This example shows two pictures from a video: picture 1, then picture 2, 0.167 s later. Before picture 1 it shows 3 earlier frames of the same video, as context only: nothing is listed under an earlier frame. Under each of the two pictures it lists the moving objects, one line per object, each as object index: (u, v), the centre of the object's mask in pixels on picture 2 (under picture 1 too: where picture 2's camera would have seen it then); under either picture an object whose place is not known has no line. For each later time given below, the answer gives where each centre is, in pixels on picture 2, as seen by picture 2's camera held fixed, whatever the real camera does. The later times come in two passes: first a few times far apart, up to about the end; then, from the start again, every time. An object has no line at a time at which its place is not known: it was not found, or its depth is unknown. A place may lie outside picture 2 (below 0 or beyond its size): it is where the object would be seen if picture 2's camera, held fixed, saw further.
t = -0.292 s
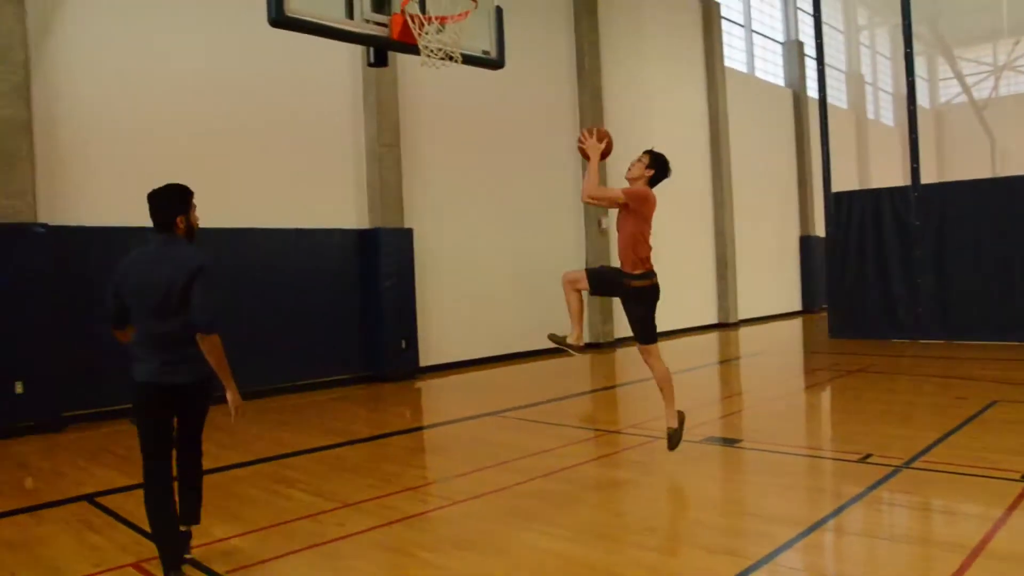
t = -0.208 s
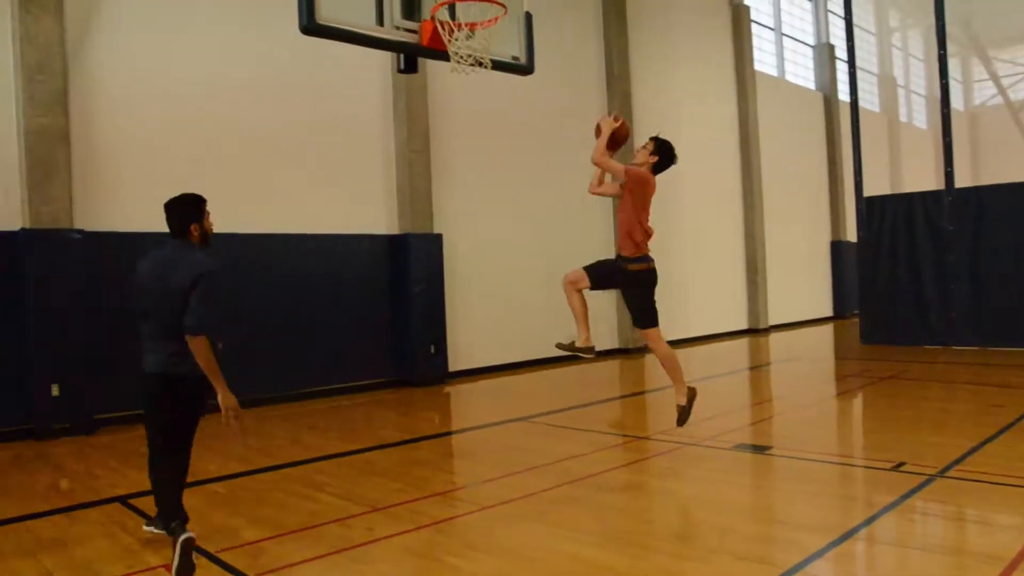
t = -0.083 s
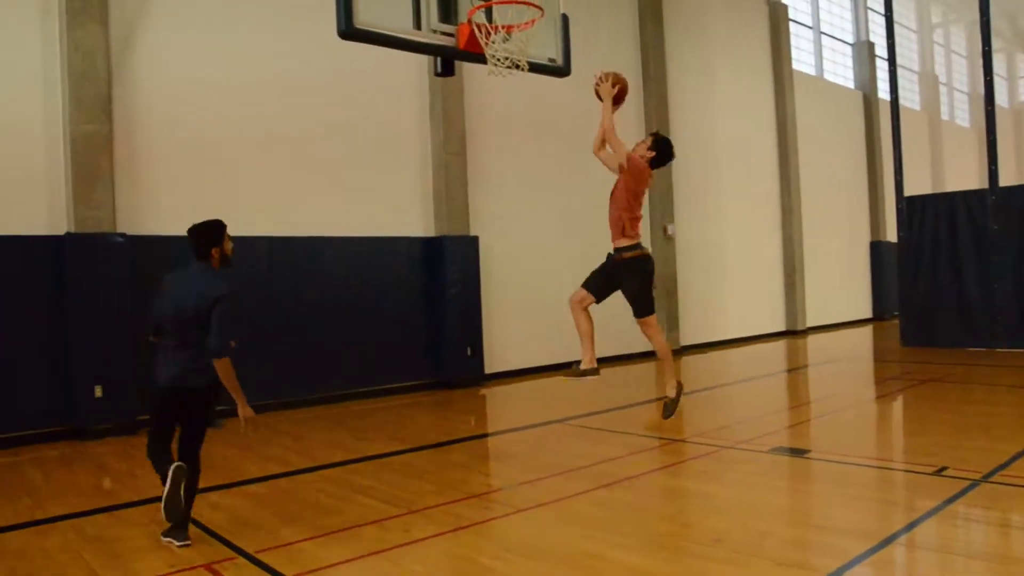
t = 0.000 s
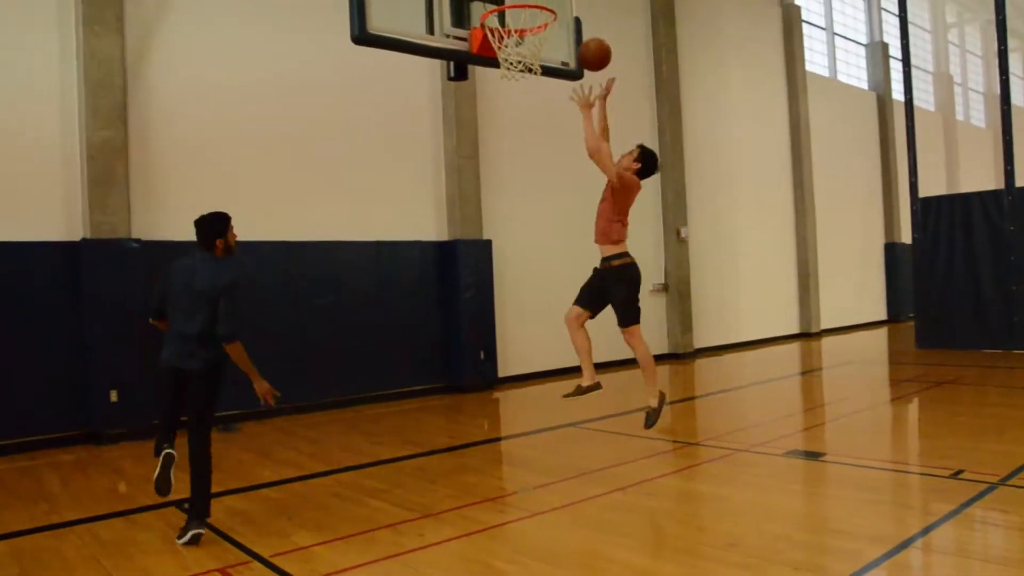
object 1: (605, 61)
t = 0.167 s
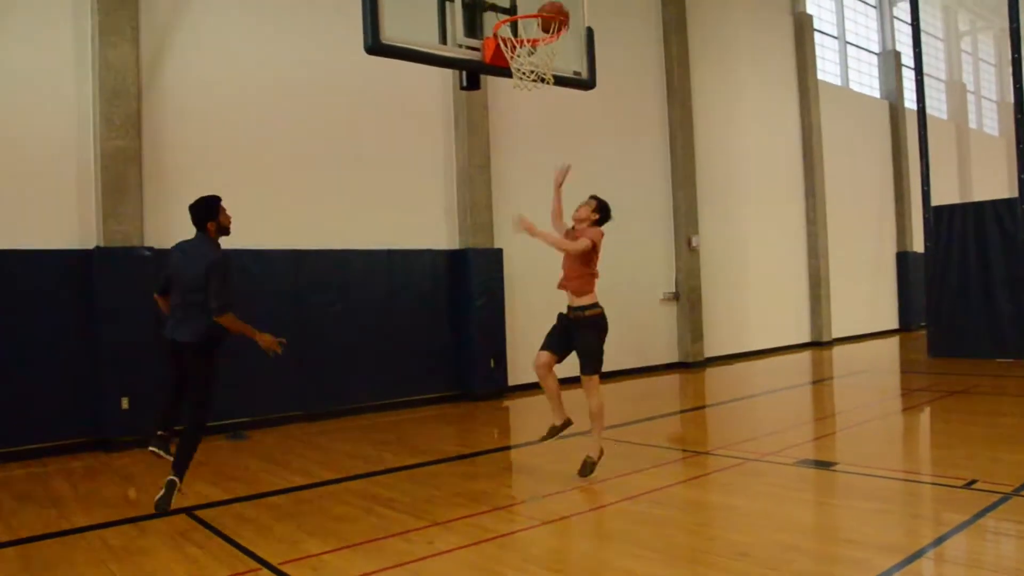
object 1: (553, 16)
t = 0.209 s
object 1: (552, 12)
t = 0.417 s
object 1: (555, 10)
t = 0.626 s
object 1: (530, 54)
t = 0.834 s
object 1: (515, 110)
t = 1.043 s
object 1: (508, 221)
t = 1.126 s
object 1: (506, 287)
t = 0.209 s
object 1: (552, 12)
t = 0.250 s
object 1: (553, 6)
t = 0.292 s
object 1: (553, 7)
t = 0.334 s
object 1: (555, 3)
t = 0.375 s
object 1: (555, 4)
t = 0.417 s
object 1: (555, 10)
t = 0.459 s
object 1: (553, 19)
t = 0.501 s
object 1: (548, 25)
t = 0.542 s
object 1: (542, 33)
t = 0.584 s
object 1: (537, 44)
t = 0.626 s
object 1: (530, 54)
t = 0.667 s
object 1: (525, 64)
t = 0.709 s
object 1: (524, 80)
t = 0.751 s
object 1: (520, 86)
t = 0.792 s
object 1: (518, 96)
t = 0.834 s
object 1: (515, 110)
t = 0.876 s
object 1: (514, 126)
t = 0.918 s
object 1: (512, 146)
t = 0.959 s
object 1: (510, 168)
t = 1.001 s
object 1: (509, 194)
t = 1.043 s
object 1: (508, 221)
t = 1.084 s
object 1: (506, 252)
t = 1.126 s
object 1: (506, 287)
